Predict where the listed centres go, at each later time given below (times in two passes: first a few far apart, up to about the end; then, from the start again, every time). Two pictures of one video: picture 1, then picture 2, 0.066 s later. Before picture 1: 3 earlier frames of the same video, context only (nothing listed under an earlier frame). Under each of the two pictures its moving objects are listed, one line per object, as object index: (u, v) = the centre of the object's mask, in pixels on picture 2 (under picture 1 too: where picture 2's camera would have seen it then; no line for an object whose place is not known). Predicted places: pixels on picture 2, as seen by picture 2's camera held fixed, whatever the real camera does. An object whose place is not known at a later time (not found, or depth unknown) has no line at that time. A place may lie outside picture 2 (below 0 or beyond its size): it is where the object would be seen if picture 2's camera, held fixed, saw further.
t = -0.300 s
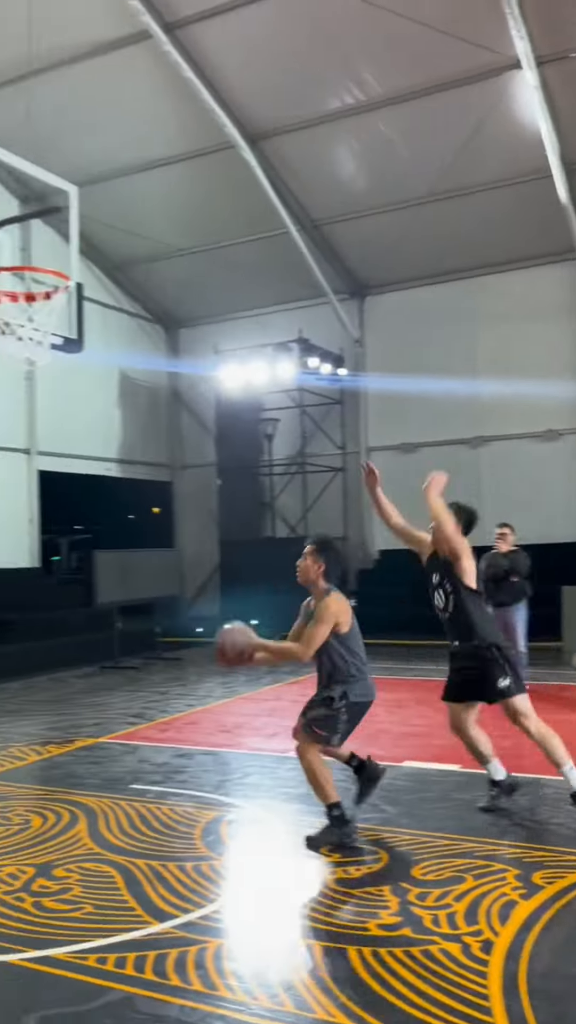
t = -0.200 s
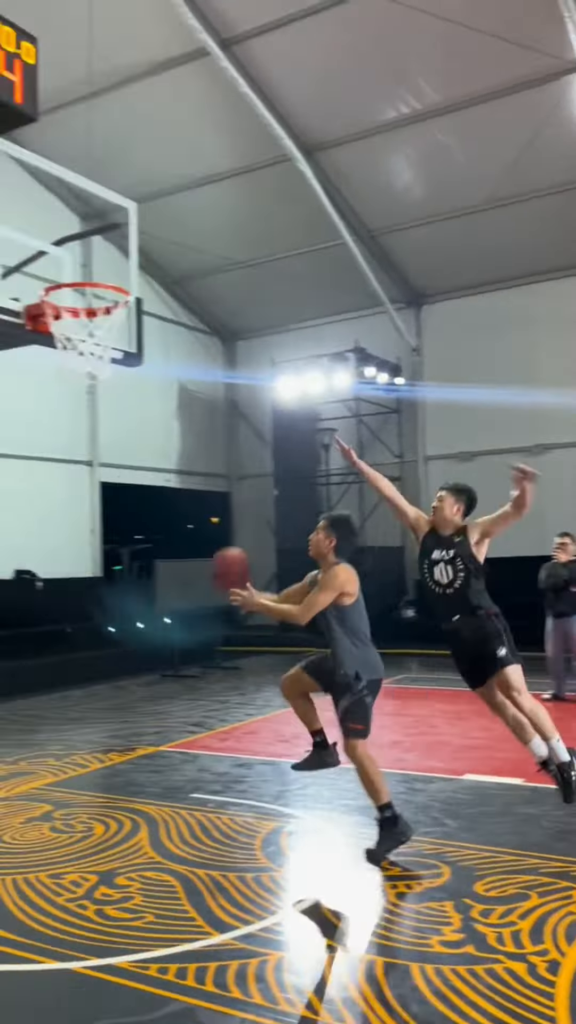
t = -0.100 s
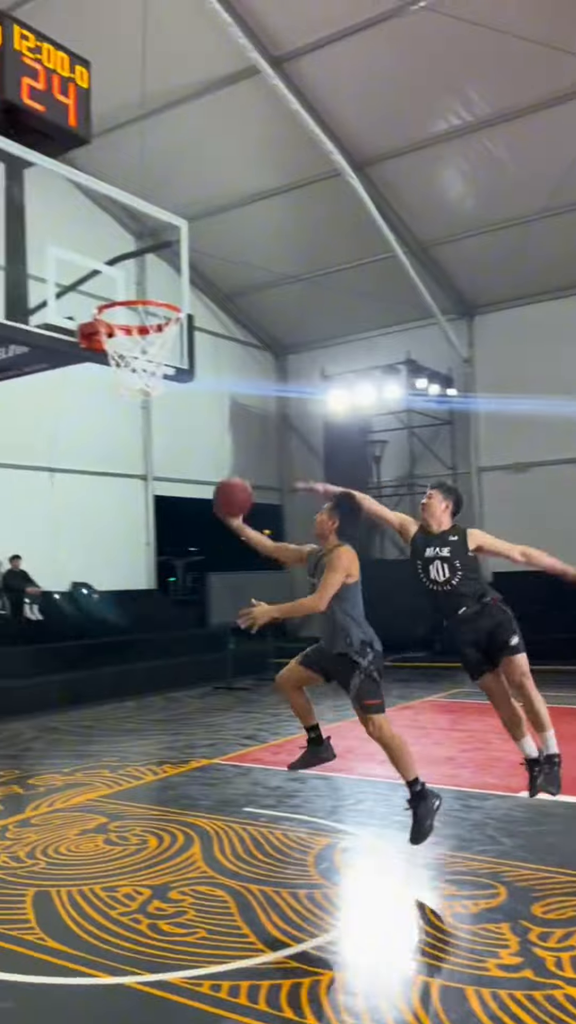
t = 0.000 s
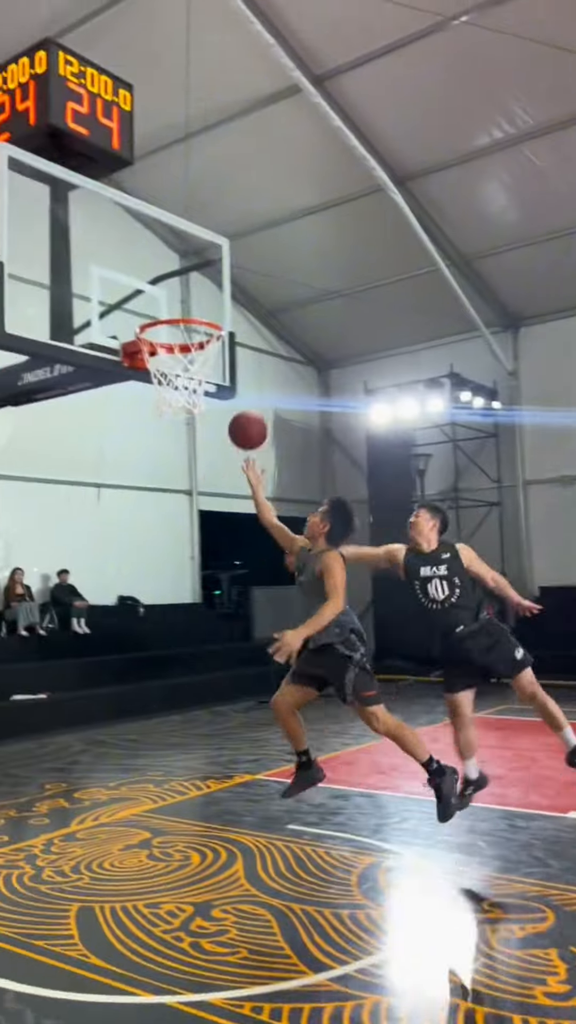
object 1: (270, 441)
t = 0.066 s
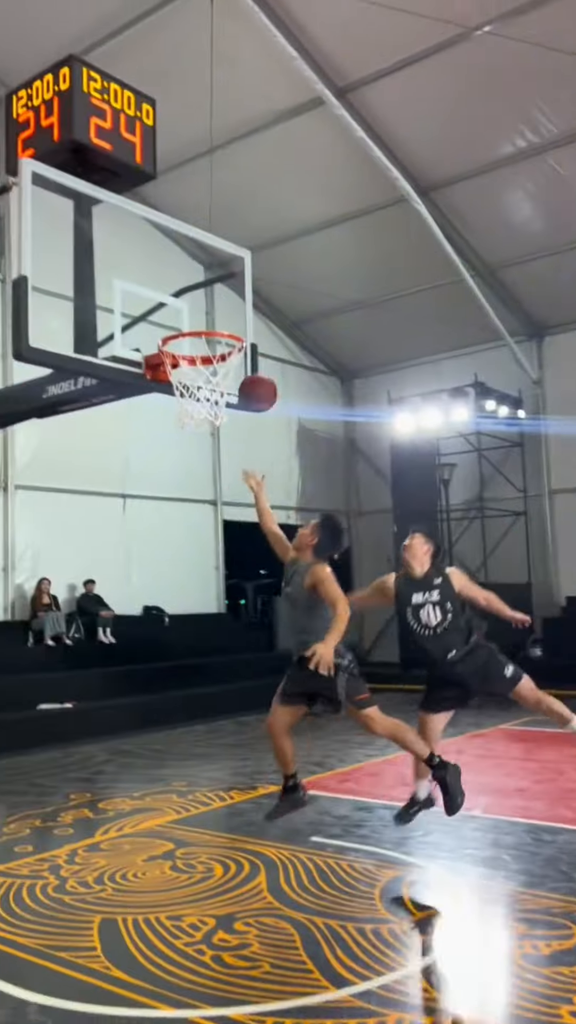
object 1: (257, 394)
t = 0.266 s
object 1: (224, 287)
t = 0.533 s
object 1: (182, 243)
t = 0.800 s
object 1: (159, 278)
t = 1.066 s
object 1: (163, 292)
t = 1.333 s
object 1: (180, 296)
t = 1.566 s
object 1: (204, 349)
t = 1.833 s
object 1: (212, 401)
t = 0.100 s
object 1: (253, 372)
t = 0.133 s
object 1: (251, 352)
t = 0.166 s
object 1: (243, 330)
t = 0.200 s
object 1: (235, 316)
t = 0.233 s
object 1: (229, 301)
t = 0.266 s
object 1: (224, 287)
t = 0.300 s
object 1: (218, 276)
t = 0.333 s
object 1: (212, 266)
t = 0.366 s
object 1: (208, 259)
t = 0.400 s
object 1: (202, 251)
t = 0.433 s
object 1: (197, 247)
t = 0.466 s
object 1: (192, 244)
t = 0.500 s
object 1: (187, 242)
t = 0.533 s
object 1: (182, 243)
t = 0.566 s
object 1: (177, 245)
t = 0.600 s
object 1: (172, 250)
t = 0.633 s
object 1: (168, 255)
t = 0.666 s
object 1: (164, 263)
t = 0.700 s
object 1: (162, 265)
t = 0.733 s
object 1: (161, 268)
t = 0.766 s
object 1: (160, 272)
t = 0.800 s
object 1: (159, 278)
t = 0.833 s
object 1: (158, 286)
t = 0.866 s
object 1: (157, 295)
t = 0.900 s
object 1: (157, 307)
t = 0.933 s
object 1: (156, 320)
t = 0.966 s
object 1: (156, 320)
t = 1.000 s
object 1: (159, 310)
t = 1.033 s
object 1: (161, 300)
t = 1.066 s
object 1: (163, 292)
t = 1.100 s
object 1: (164, 286)
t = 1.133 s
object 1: (166, 281)
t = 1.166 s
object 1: (168, 279)
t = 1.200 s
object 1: (171, 279)
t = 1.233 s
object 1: (173, 280)
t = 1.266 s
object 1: (176, 283)
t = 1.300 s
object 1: (178, 288)
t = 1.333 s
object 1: (180, 296)
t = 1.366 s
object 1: (183, 305)
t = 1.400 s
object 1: (185, 314)
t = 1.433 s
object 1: (188, 321)
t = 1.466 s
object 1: (192, 325)
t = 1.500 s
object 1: (196, 330)
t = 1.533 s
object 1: (200, 339)
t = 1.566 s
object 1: (204, 349)
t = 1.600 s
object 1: (209, 356)
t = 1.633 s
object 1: (212, 368)
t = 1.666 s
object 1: (215, 376)
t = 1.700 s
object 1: (217, 381)
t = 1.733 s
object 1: (217, 385)
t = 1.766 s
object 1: (216, 390)
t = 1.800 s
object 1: (215, 395)
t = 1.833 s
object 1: (212, 401)
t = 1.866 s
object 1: (212, 409)
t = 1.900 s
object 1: (209, 427)
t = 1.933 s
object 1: (206, 434)
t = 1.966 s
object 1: (205, 443)
